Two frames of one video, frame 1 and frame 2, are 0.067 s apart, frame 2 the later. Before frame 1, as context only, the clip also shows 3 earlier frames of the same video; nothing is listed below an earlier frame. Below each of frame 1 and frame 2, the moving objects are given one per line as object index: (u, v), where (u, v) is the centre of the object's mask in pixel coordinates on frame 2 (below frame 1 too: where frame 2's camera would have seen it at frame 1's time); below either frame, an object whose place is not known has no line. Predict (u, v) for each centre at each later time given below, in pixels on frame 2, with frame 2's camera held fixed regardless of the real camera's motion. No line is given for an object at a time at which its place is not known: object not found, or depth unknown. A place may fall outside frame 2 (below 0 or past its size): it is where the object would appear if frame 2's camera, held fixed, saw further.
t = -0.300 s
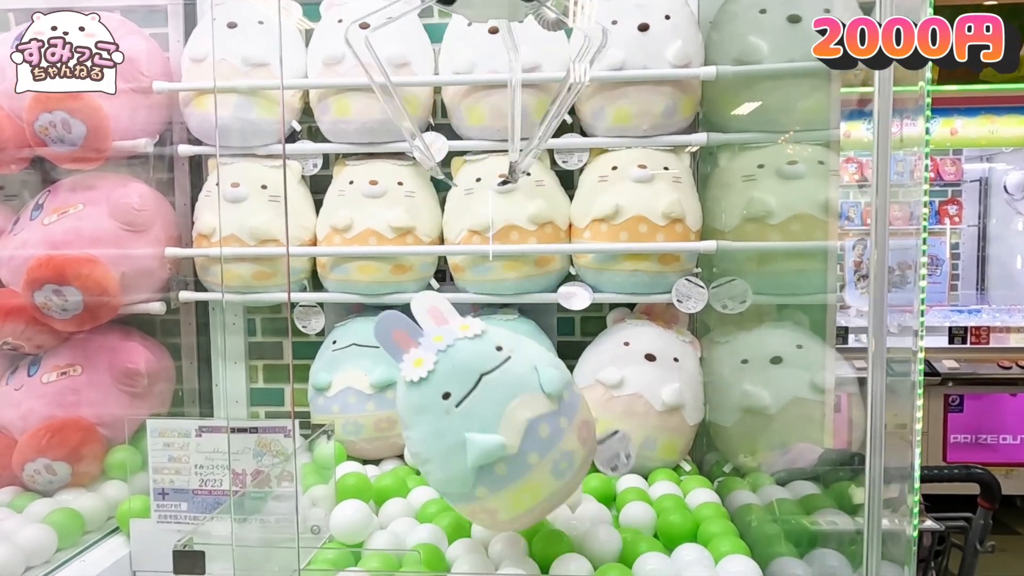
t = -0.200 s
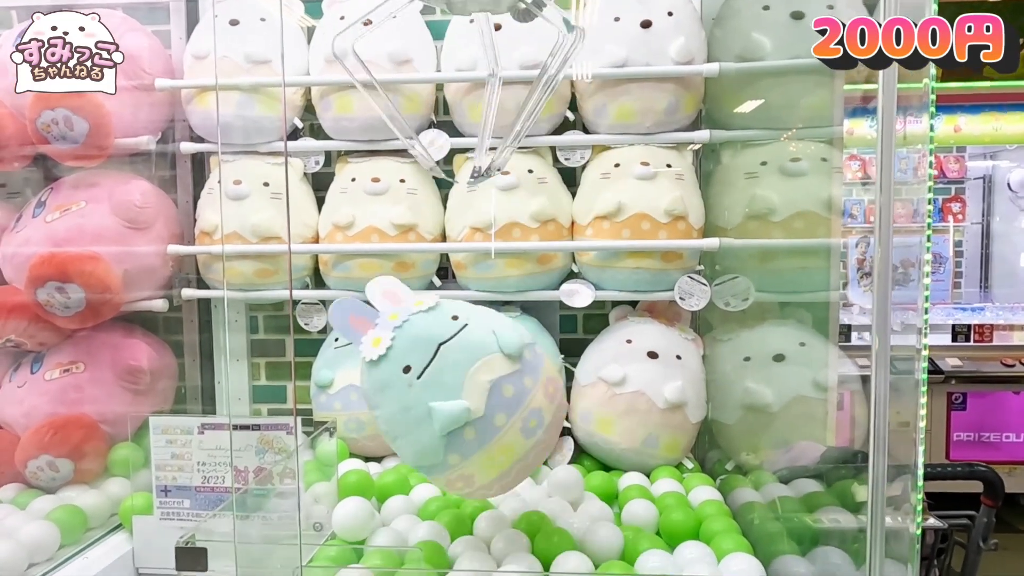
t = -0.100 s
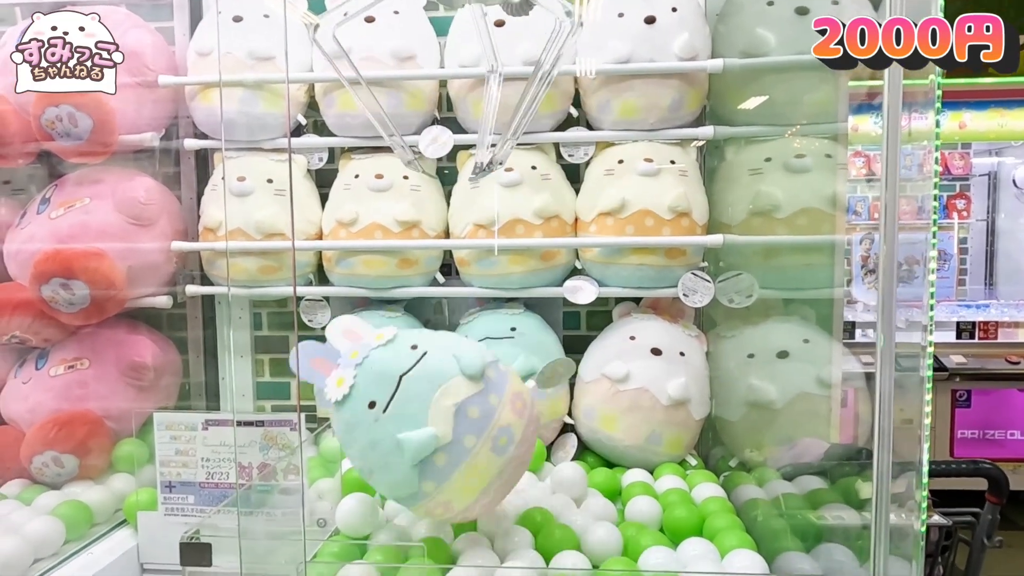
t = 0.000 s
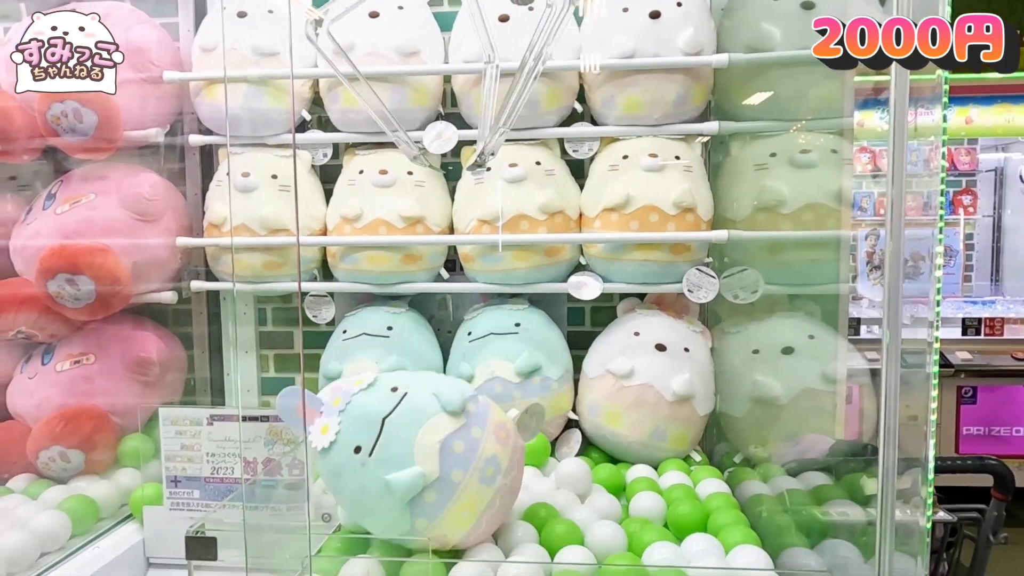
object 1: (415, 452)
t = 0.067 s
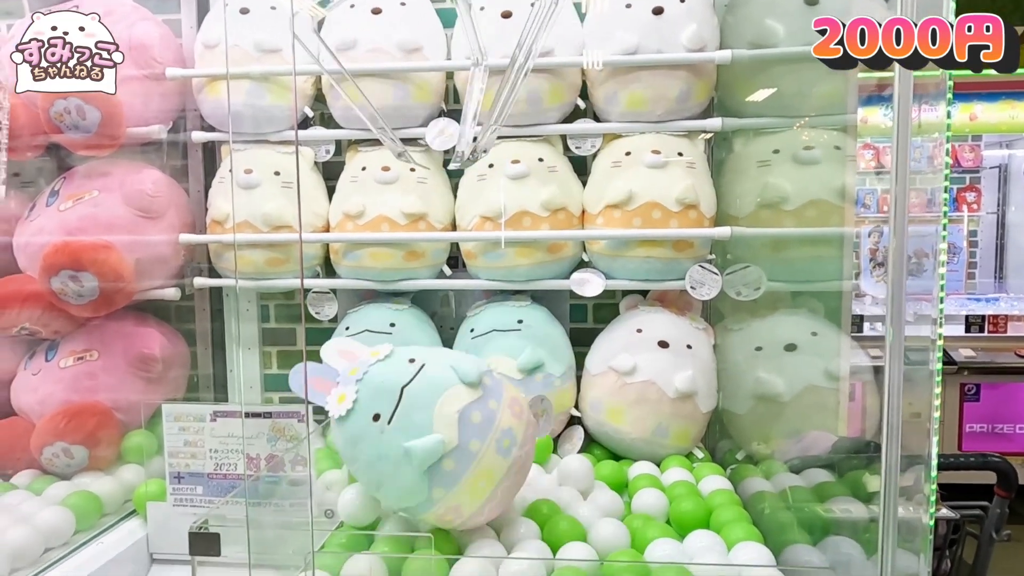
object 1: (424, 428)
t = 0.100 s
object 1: (429, 425)
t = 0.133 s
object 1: (435, 429)
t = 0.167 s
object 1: (440, 437)
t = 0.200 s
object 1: (445, 446)
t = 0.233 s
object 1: (445, 445)
